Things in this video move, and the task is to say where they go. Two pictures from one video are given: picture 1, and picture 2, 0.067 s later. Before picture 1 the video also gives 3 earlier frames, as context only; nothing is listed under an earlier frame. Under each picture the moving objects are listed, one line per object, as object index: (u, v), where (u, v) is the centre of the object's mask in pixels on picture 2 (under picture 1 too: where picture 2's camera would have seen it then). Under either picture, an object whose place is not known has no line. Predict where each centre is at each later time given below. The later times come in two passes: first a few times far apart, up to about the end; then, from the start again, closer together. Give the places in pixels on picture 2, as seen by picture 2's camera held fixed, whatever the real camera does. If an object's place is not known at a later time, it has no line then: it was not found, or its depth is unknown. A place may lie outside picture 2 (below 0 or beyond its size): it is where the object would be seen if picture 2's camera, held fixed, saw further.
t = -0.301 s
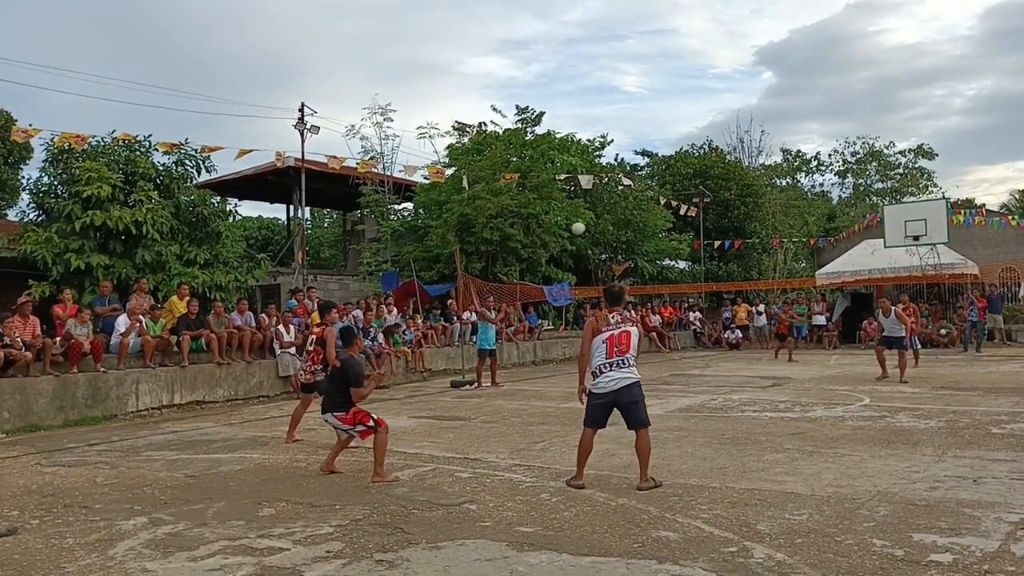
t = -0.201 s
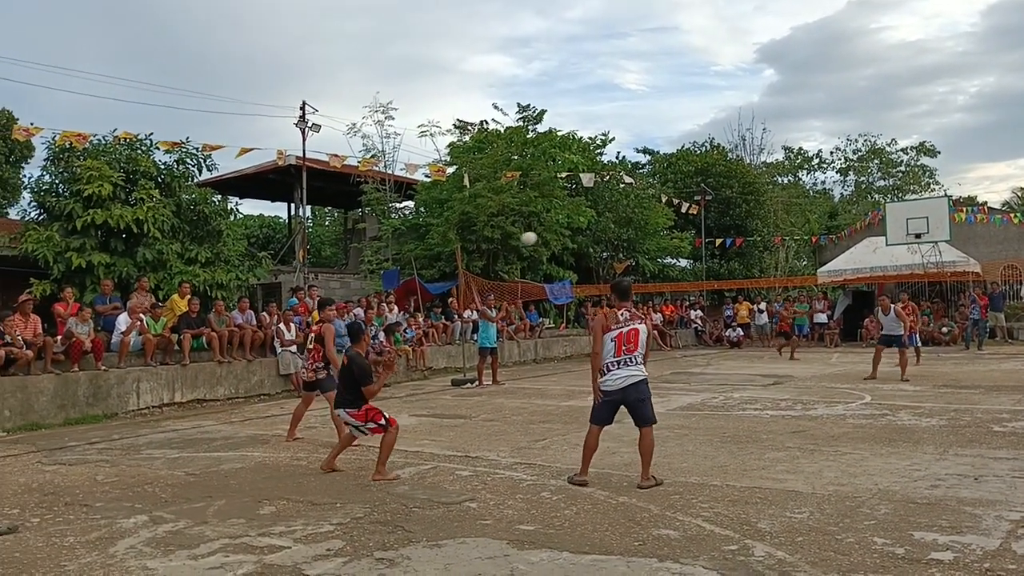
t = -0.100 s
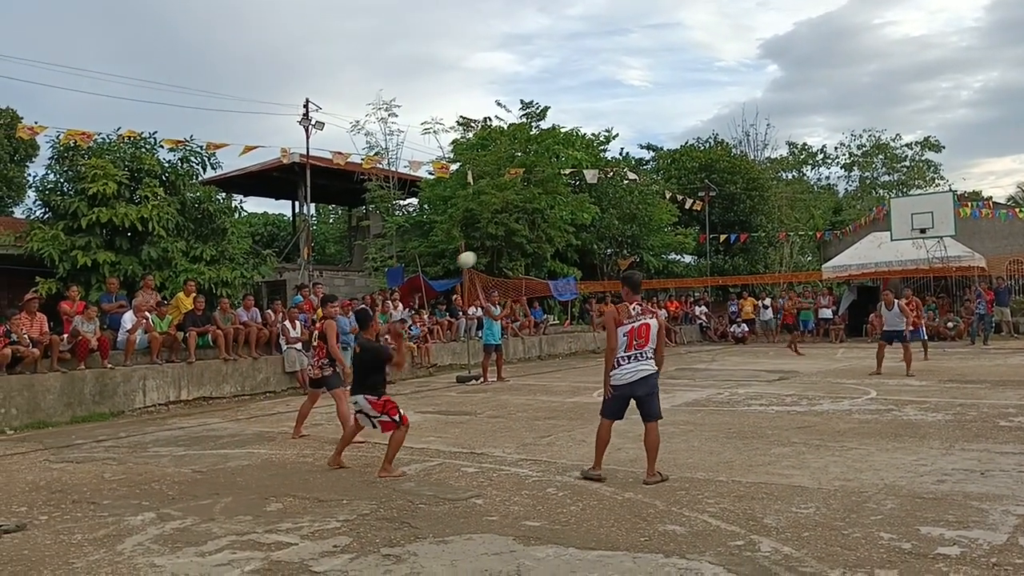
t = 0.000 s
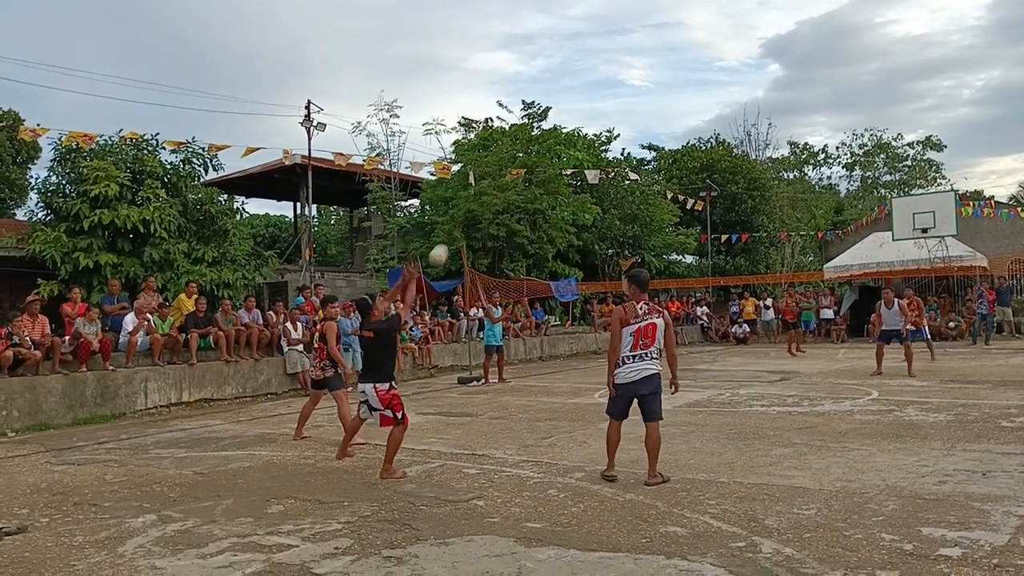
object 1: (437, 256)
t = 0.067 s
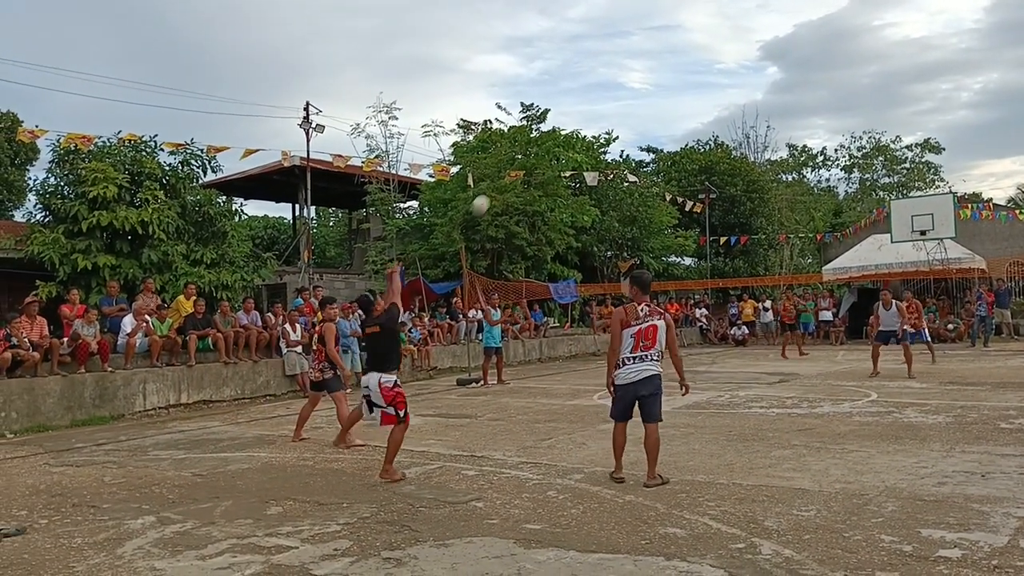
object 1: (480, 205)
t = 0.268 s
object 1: (587, 101)
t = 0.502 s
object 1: (682, 52)
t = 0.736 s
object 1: (757, 53)
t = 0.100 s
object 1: (500, 183)
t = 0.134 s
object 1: (518, 162)
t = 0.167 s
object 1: (537, 144)
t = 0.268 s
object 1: (587, 101)
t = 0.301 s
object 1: (602, 90)
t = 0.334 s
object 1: (616, 80)
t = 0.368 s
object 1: (631, 72)
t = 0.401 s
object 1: (644, 65)
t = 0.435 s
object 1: (658, 59)
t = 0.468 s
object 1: (670, 55)
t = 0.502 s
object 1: (682, 52)
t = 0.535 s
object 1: (695, 49)
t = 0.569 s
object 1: (706, 47)
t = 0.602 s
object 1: (717, 47)
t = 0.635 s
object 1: (728, 47)
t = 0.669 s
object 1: (738, 48)
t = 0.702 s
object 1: (748, 50)
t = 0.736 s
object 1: (757, 53)
